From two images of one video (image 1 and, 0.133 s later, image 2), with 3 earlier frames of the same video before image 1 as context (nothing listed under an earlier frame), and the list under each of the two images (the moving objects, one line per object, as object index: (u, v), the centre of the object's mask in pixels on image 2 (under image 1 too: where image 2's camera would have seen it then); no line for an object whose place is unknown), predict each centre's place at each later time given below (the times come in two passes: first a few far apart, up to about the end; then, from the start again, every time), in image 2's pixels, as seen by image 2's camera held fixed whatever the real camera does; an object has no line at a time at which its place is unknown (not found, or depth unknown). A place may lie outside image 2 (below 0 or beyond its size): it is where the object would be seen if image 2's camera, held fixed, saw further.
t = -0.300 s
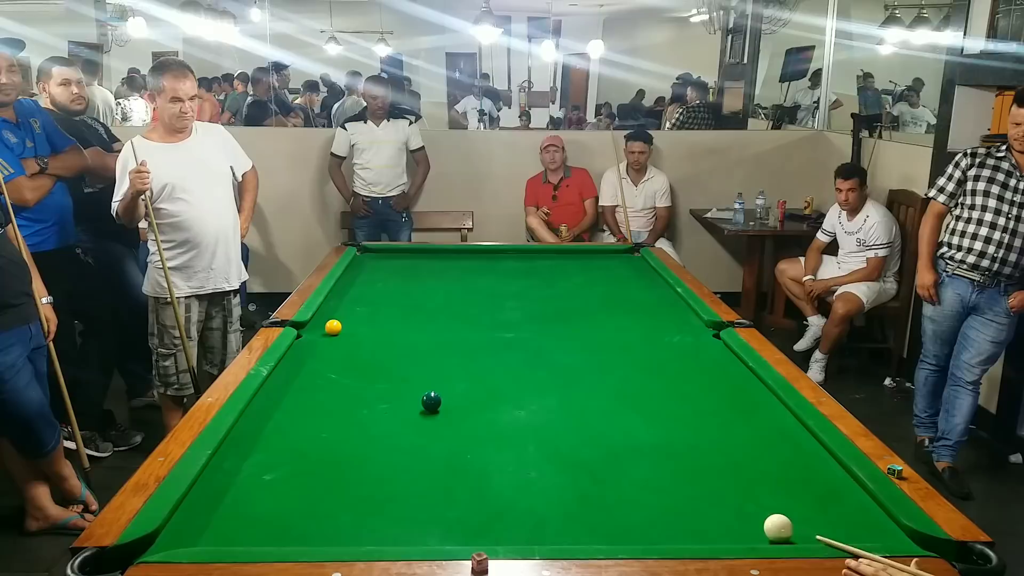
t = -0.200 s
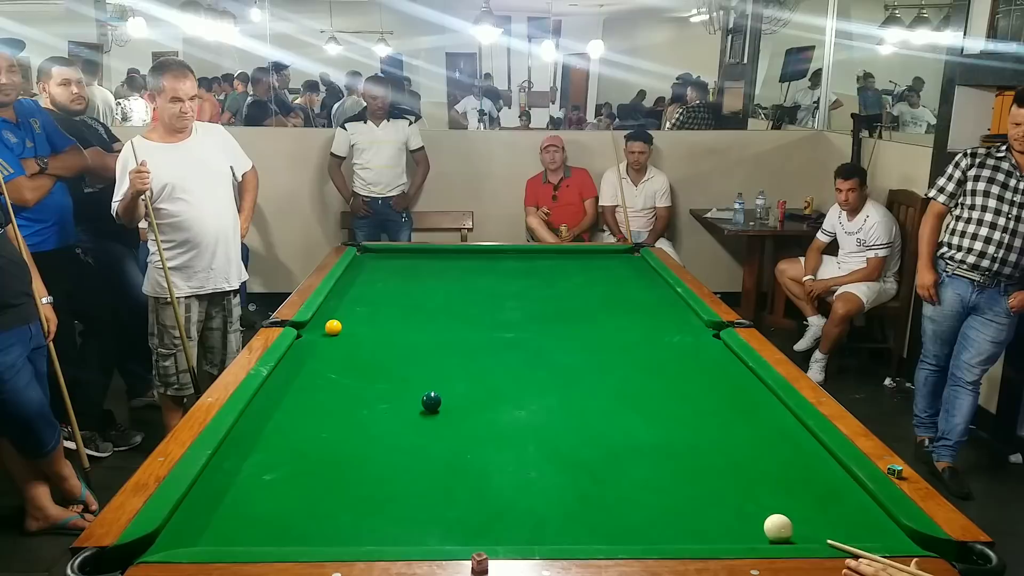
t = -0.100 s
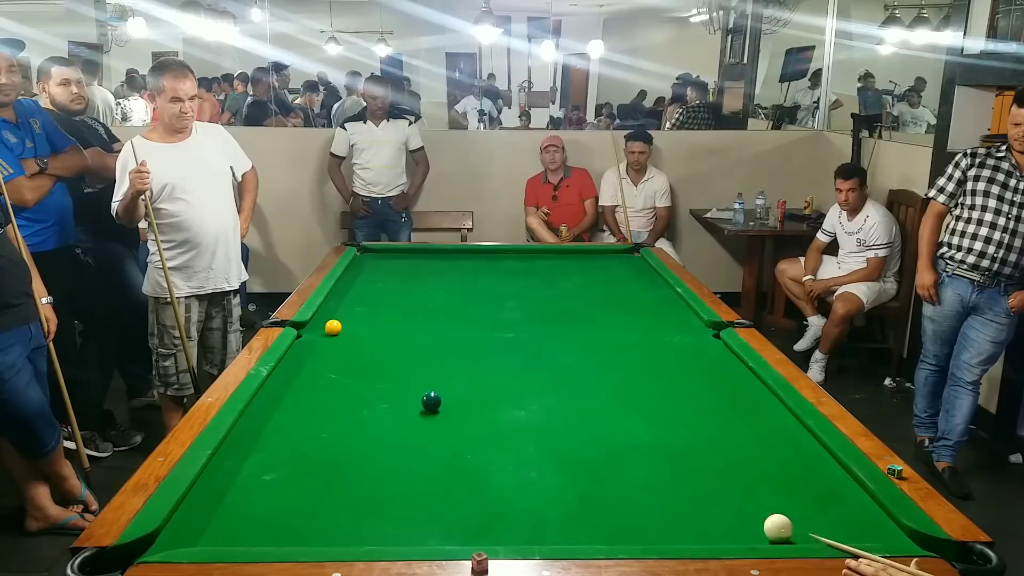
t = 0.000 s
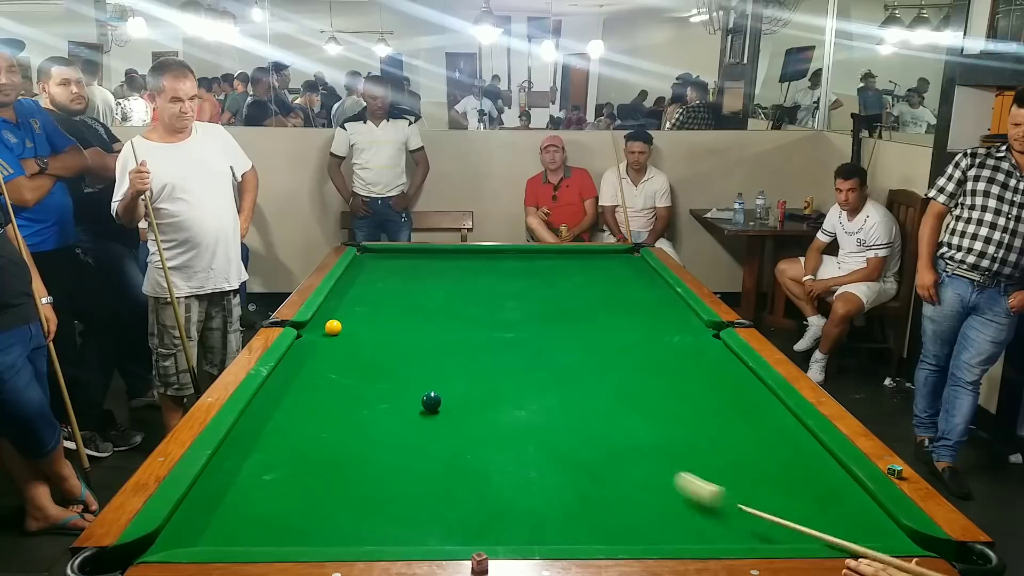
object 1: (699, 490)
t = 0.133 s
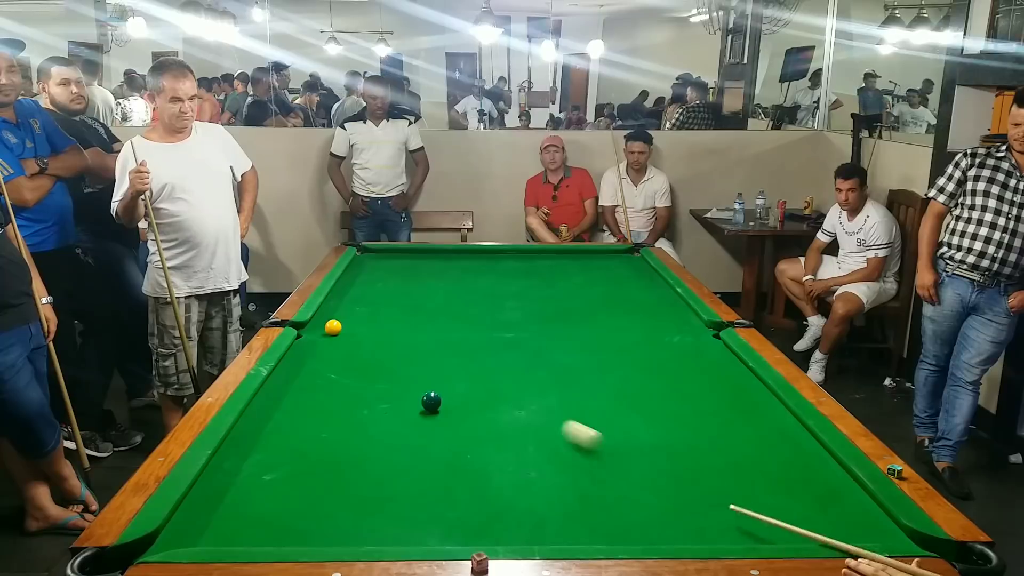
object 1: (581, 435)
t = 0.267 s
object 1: (493, 394)
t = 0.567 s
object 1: (355, 330)
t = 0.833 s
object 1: (358, 295)
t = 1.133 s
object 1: (356, 265)
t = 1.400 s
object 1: (366, 250)
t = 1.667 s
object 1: (374, 260)
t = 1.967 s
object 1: (389, 270)
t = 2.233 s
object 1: (405, 279)
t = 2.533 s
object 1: (423, 290)
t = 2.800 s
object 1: (441, 301)
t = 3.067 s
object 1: (461, 311)
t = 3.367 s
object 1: (484, 324)
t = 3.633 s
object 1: (506, 336)
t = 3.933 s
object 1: (532, 349)
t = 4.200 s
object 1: (556, 361)
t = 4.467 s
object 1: (581, 375)
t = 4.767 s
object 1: (609, 389)
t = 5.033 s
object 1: (635, 402)
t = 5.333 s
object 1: (664, 416)
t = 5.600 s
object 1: (690, 429)
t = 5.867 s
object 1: (715, 442)
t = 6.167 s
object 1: (741, 455)
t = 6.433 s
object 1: (763, 466)
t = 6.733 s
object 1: (785, 477)
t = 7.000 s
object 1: (801, 486)
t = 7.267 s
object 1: (815, 493)
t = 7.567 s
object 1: (828, 499)
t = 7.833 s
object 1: (836, 503)
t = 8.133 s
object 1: (840, 505)
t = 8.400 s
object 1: (840, 505)
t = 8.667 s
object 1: (840, 505)
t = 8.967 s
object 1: (840, 505)
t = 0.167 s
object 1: (557, 425)
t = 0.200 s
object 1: (534, 413)
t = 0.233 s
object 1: (514, 404)
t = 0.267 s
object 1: (493, 394)
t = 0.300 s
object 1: (474, 385)
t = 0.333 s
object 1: (457, 377)
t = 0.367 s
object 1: (440, 369)
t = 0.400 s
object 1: (424, 362)
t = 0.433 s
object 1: (409, 355)
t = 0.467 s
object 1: (394, 349)
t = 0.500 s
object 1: (380, 342)
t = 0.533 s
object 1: (367, 336)
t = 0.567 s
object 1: (355, 330)
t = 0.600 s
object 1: (350, 325)
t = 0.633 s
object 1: (354, 320)
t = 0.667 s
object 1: (356, 316)
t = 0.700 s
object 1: (358, 311)
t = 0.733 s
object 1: (358, 307)
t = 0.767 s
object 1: (359, 303)
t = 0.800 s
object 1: (358, 299)
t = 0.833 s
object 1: (358, 295)
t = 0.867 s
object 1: (358, 291)
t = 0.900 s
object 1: (357, 287)
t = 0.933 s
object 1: (357, 284)
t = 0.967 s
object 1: (357, 280)
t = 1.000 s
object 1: (357, 277)
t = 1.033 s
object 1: (357, 274)
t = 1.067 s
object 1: (356, 271)
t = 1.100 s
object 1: (356, 268)
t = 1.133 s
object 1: (356, 265)
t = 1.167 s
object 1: (356, 263)
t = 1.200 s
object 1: (358, 260)
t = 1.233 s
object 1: (360, 258)
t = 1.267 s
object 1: (363, 255)
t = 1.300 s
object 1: (365, 253)
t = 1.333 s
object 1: (367, 251)
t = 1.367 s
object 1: (368, 250)
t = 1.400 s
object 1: (366, 250)
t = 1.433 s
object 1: (362, 252)
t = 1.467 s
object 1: (363, 253)
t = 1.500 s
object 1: (365, 254)
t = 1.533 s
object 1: (367, 255)
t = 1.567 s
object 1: (369, 256)
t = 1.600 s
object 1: (370, 257)
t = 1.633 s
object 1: (372, 259)
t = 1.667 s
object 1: (374, 260)
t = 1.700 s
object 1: (375, 261)
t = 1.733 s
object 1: (377, 262)
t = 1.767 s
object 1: (379, 263)
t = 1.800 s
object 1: (381, 264)
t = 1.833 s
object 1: (382, 265)
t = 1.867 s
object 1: (384, 266)
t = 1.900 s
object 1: (386, 267)
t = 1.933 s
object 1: (388, 269)
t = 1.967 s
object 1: (389, 270)
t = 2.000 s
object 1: (391, 271)
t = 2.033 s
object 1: (393, 272)
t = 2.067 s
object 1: (395, 273)
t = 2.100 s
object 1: (397, 274)
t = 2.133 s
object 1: (399, 276)
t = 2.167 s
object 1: (401, 277)
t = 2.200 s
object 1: (403, 278)
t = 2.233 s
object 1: (405, 279)
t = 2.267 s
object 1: (407, 280)
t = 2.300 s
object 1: (409, 282)
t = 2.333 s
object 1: (411, 283)
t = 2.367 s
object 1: (413, 284)
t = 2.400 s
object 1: (415, 285)
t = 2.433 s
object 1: (417, 287)
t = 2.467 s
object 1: (419, 288)
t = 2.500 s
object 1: (421, 289)
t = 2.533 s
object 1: (423, 290)
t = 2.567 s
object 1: (426, 291)
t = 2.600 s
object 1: (428, 293)
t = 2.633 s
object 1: (430, 294)
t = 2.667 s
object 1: (432, 295)
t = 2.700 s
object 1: (435, 297)
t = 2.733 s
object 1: (437, 298)
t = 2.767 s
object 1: (439, 299)
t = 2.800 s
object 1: (441, 301)
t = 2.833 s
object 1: (444, 302)
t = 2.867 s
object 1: (446, 303)
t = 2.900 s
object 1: (449, 304)
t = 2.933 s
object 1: (451, 306)
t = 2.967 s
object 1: (454, 307)
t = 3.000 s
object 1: (456, 308)
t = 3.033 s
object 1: (458, 310)
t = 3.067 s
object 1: (461, 311)
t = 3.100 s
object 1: (464, 313)
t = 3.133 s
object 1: (466, 314)
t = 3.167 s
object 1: (469, 315)
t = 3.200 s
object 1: (471, 317)
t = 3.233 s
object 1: (474, 318)
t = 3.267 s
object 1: (476, 320)
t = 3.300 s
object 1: (479, 321)
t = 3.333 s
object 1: (482, 323)
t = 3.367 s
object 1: (484, 324)
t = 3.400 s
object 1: (487, 325)
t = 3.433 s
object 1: (490, 327)
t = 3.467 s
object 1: (492, 328)
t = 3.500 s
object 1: (495, 330)
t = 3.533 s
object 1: (498, 331)
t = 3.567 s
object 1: (501, 333)
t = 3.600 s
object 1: (503, 334)
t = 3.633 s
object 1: (506, 336)
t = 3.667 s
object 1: (509, 337)
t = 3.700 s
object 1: (512, 339)
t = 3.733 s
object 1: (515, 340)
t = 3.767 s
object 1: (518, 341)
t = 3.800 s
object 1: (520, 343)
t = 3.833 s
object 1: (523, 344)
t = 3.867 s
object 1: (526, 346)
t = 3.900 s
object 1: (529, 347)
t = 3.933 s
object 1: (532, 349)
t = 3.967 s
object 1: (535, 351)
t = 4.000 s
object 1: (538, 352)
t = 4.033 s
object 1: (541, 354)
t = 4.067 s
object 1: (544, 355)
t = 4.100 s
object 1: (547, 357)
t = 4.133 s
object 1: (550, 358)
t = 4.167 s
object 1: (553, 360)
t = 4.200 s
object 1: (556, 361)
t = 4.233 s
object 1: (559, 363)
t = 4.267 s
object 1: (562, 365)
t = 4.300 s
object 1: (565, 367)
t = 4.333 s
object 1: (568, 368)
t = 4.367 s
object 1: (571, 369)
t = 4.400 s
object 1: (574, 371)
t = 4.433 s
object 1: (578, 373)
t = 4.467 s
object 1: (581, 375)
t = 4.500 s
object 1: (584, 376)
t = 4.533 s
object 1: (587, 378)
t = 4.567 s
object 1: (590, 379)
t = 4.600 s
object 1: (593, 381)
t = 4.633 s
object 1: (597, 383)
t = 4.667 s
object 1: (600, 384)
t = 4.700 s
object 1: (603, 386)
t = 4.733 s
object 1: (606, 388)
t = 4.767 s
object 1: (609, 389)
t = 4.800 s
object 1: (613, 391)
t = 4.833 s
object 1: (616, 392)
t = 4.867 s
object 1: (619, 394)
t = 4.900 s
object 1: (622, 395)
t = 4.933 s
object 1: (625, 397)
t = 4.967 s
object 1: (629, 399)
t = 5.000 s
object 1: (632, 400)
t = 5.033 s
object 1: (635, 402)
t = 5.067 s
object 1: (638, 404)
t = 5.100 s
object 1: (642, 405)
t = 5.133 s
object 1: (645, 407)
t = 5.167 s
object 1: (648, 409)
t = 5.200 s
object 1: (651, 410)
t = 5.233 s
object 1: (654, 412)
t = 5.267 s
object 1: (657, 413)
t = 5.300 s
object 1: (661, 415)
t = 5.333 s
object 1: (664, 416)
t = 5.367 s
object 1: (667, 418)
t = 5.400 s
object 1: (670, 420)
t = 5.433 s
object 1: (673, 421)
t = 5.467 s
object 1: (677, 423)
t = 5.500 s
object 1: (680, 425)
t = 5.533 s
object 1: (683, 426)
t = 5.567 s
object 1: (686, 428)
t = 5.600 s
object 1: (690, 429)
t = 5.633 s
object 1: (693, 431)
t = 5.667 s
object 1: (696, 432)
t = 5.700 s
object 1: (699, 434)
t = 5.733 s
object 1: (702, 436)
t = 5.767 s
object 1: (705, 437)
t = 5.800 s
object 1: (709, 439)
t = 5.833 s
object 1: (712, 440)
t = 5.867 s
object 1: (715, 442)
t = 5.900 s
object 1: (718, 443)
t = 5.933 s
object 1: (721, 445)
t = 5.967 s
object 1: (724, 446)
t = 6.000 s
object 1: (727, 448)
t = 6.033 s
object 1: (730, 449)
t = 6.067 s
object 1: (733, 451)
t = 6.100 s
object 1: (736, 452)
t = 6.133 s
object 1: (739, 454)
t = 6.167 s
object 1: (741, 455)
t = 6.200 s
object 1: (744, 456)
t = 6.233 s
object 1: (747, 458)
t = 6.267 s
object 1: (750, 459)
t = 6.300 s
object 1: (752, 461)
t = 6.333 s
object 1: (755, 462)
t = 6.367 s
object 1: (758, 463)
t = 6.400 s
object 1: (761, 464)
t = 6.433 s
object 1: (763, 466)
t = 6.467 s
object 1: (766, 467)
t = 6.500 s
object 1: (768, 468)
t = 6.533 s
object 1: (770, 470)
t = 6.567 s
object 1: (773, 471)
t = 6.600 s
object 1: (775, 472)
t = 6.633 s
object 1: (778, 474)
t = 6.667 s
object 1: (780, 475)
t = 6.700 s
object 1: (782, 476)
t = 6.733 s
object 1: (785, 477)
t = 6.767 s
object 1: (787, 478)
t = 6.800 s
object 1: (789, 479)
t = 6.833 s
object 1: (791, 480)
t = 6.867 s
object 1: (793, 482)
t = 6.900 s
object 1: (795, 483)
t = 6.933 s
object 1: (797, 484)
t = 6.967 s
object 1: (799, 485)
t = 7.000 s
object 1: (801, 486)
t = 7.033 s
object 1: (803, 487)
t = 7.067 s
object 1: (805, 488)
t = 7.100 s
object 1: (807, 488)
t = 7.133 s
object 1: (808, 489)
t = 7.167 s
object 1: (810, 490)
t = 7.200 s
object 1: (812, 491)
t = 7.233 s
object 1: (813, 492)
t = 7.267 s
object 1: (815, 493)
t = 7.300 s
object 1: (817, 494)
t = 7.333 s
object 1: (818, 494)
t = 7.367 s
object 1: (820, 495)
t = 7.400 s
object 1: (821, 496)
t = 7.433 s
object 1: (823, 496)
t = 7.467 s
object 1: (824, 497)
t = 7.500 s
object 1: (825, 498)
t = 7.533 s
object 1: (827, 498)
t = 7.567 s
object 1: (828, 499)
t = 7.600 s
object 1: (829, 500)
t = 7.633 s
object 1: (830, 500)
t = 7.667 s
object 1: (831, 501)
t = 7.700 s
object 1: (832, 501)
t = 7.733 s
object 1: (833, 502)
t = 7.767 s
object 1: (834, 502)
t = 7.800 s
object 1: (835, 503)
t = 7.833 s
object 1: (836, 503)
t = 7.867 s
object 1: (837, 503)
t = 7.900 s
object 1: (837, 504)
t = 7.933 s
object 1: (838, 504)
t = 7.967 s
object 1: (839, 504)
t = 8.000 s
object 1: (839, 505)
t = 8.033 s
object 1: (840, 505)
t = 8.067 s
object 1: (840, 505)
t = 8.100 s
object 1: (840, 505)
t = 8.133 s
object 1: (840, 505)
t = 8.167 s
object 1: (841, 506)
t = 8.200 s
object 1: (841, 506)
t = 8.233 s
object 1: (841, 505)
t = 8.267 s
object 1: (841, 506)
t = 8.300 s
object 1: (841, 505)
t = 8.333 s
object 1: (840, 505)
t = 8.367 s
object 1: (840, 505)
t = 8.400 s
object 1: (840, 505)
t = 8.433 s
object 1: (840, 505)
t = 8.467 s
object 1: (840, 505)
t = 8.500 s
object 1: (840, 505)
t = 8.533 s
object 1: (840, 505)
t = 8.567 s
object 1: (840, 505)
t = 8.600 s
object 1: (840, 505)
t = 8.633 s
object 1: (840, 505)
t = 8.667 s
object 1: (840, 505)
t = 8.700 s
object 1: (840, 505)
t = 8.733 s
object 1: (840, 505)
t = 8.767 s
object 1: (840, 505)
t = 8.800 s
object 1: (840, 505)
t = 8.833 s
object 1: (840, 505)
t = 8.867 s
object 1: (840, 505)
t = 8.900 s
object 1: (840, 505)
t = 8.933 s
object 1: (840, 505)
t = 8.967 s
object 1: (840, 505)
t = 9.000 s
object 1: (840, 505)
